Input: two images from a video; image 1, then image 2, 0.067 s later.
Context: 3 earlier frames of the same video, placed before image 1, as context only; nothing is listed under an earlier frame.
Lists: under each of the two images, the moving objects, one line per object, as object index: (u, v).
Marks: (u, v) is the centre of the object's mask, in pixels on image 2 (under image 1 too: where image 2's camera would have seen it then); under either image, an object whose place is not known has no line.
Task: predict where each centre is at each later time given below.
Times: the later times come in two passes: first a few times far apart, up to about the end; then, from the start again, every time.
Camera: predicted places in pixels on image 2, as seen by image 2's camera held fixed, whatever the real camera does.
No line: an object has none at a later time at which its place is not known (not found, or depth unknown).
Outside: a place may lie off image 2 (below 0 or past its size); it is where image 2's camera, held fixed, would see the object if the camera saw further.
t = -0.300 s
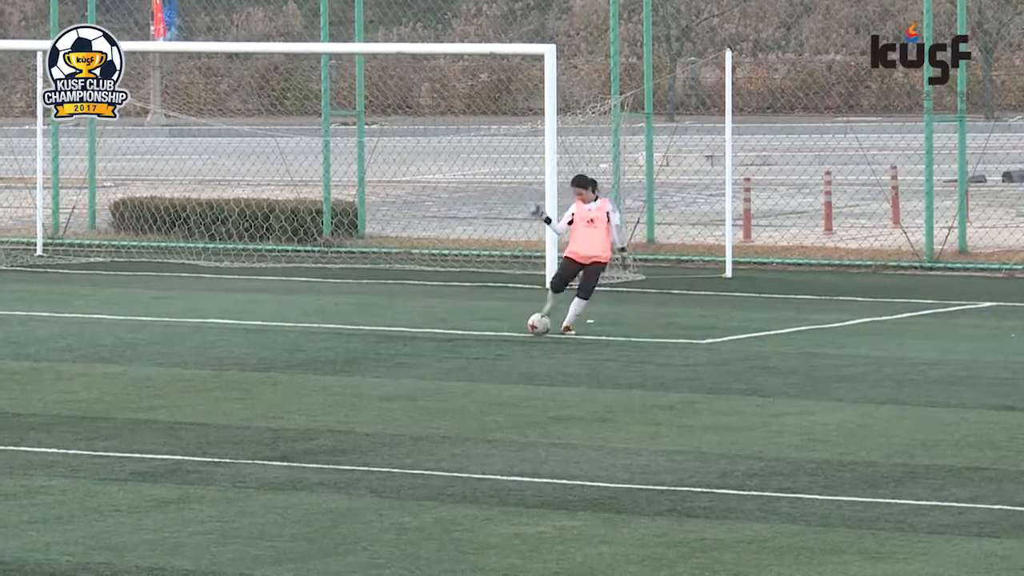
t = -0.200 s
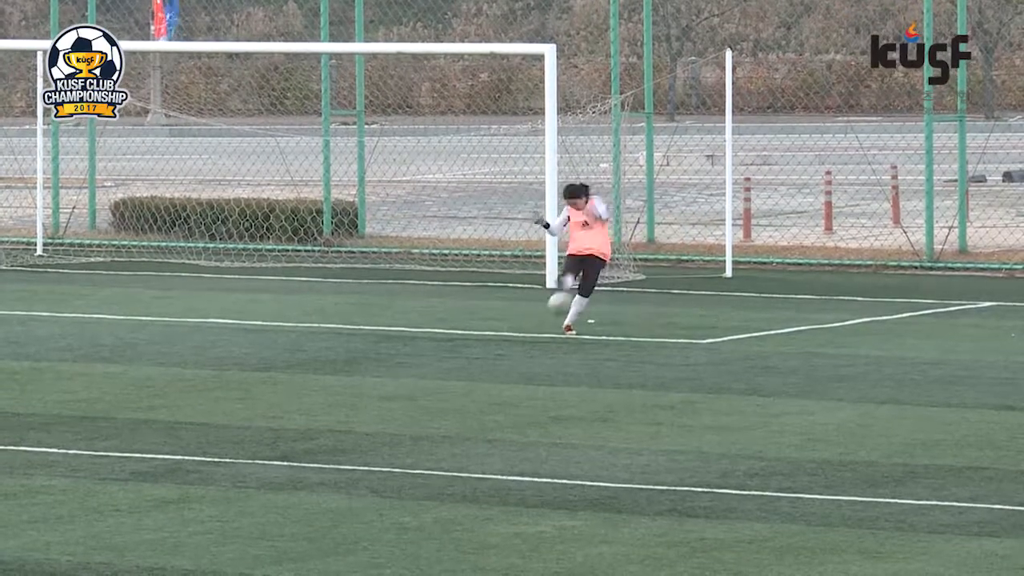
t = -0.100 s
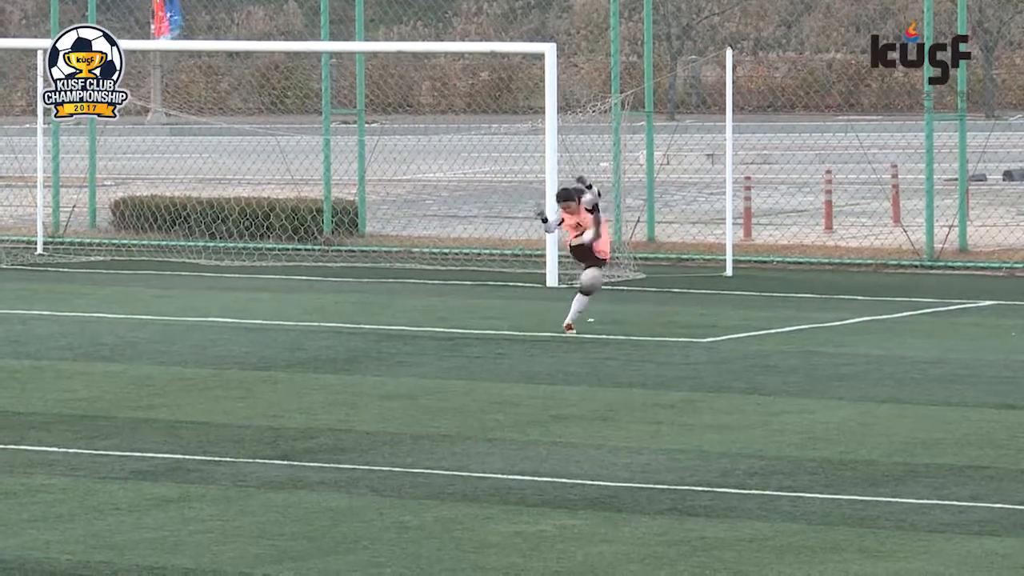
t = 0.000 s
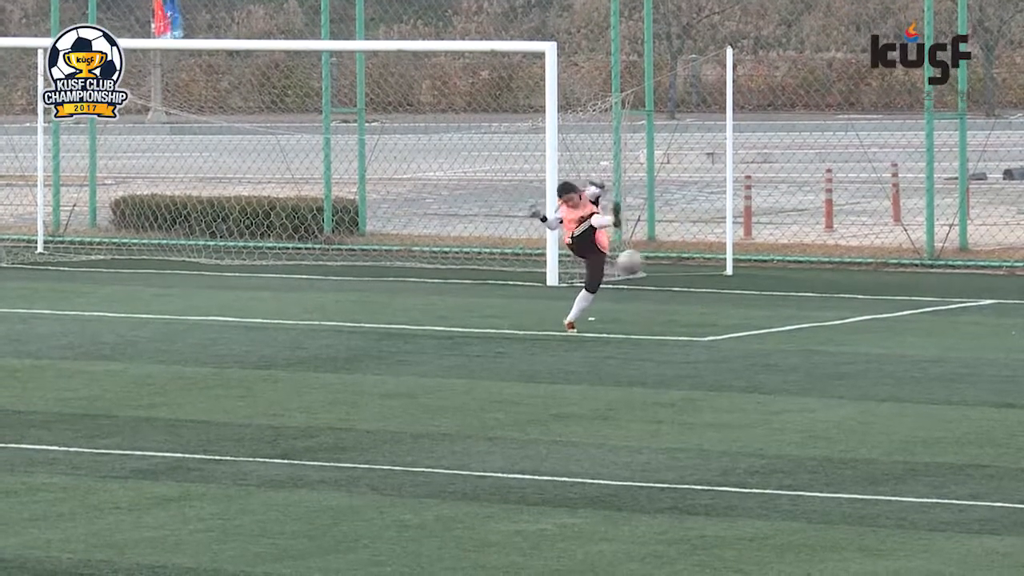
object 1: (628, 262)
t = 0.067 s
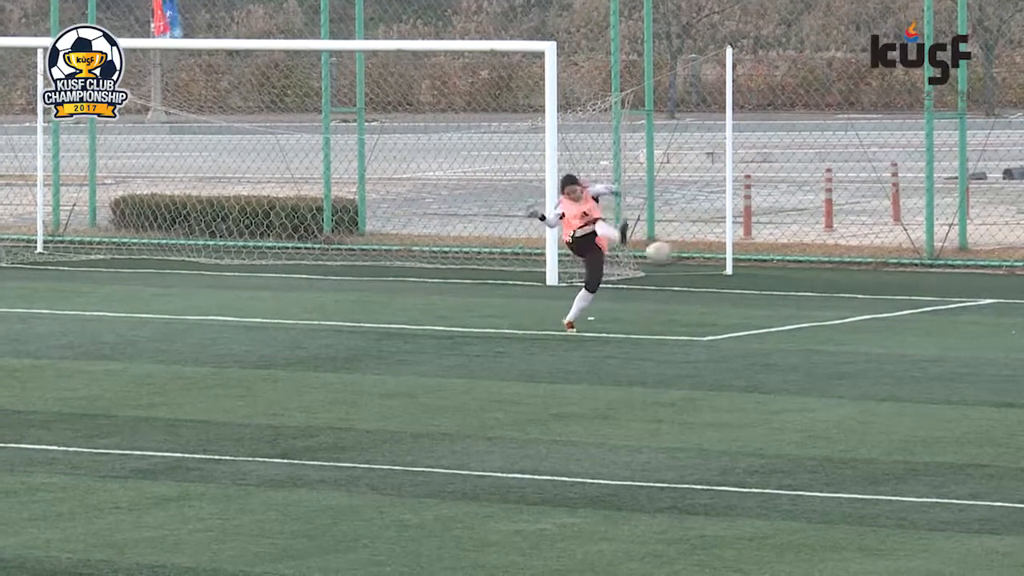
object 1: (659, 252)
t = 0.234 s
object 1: (744, 249)
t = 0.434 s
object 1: (871, 282)
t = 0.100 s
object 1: (674, 249)
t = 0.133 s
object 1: (692, 249)
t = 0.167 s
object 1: (707, 248)
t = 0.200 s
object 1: (725, 249)
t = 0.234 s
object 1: (744, 249)
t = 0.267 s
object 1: (761, 253)
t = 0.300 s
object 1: (784, 257)
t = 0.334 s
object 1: (803, 260)
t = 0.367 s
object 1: (825, 266)
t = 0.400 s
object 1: (847, 273)
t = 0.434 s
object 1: (871, 282)
